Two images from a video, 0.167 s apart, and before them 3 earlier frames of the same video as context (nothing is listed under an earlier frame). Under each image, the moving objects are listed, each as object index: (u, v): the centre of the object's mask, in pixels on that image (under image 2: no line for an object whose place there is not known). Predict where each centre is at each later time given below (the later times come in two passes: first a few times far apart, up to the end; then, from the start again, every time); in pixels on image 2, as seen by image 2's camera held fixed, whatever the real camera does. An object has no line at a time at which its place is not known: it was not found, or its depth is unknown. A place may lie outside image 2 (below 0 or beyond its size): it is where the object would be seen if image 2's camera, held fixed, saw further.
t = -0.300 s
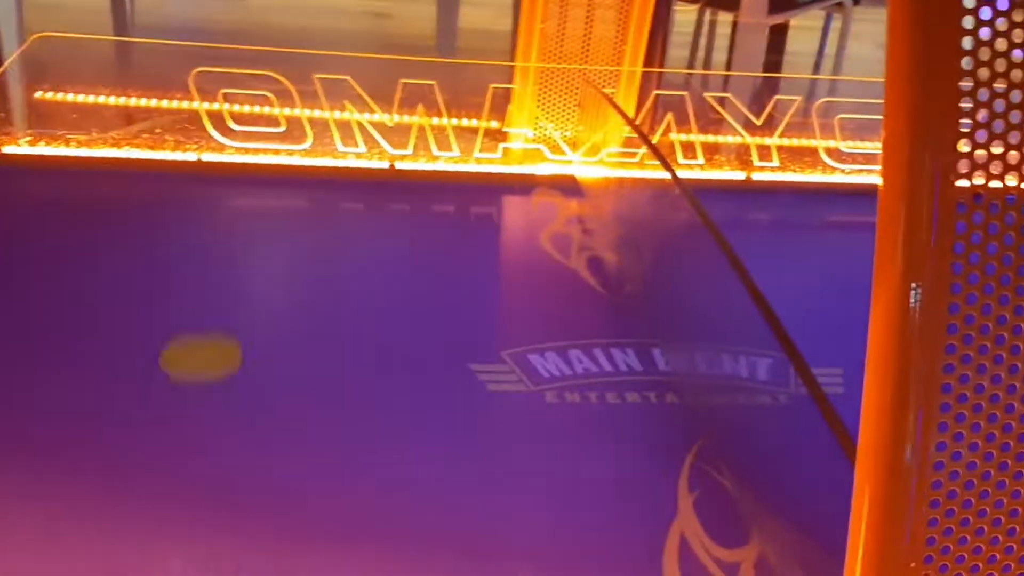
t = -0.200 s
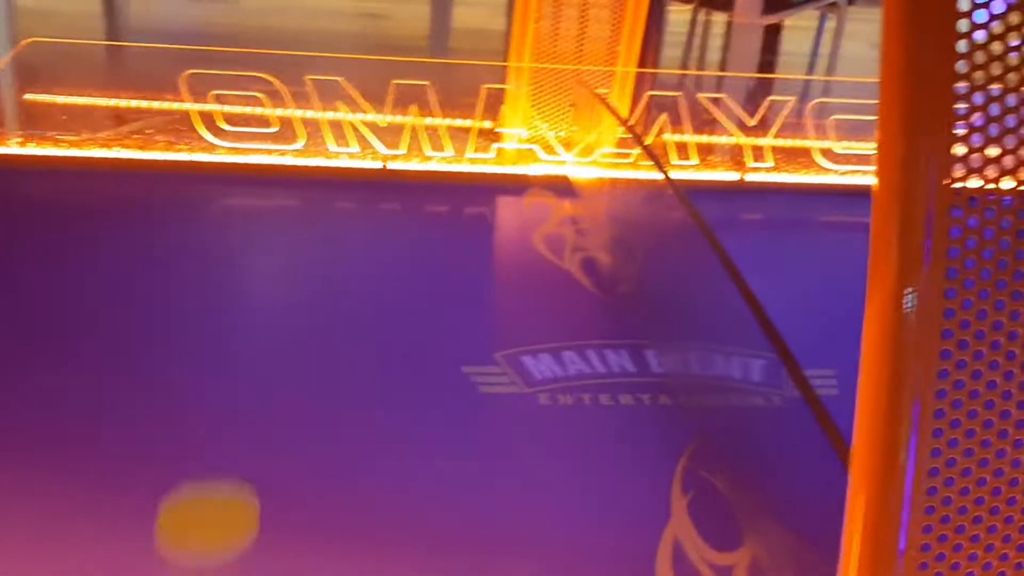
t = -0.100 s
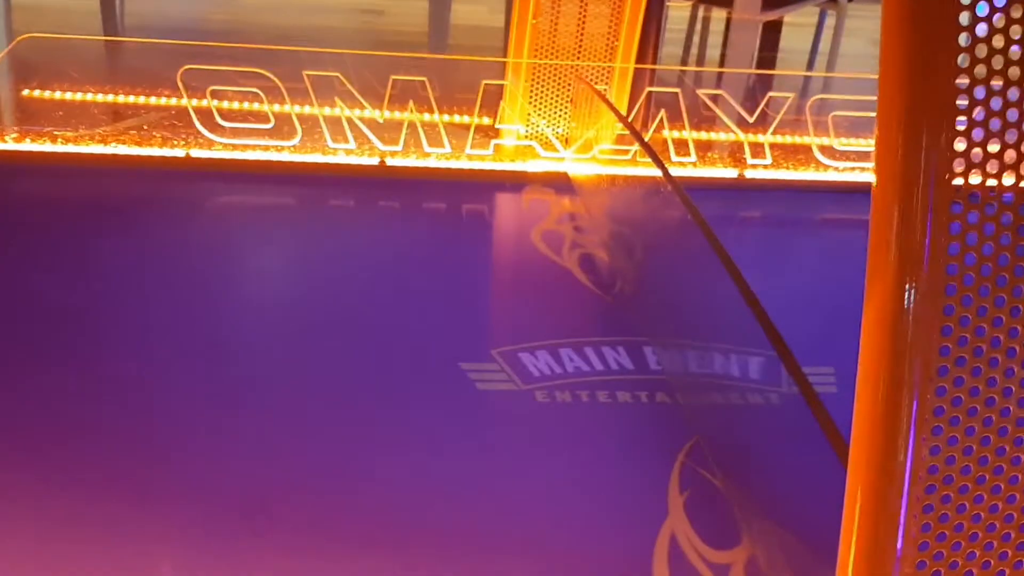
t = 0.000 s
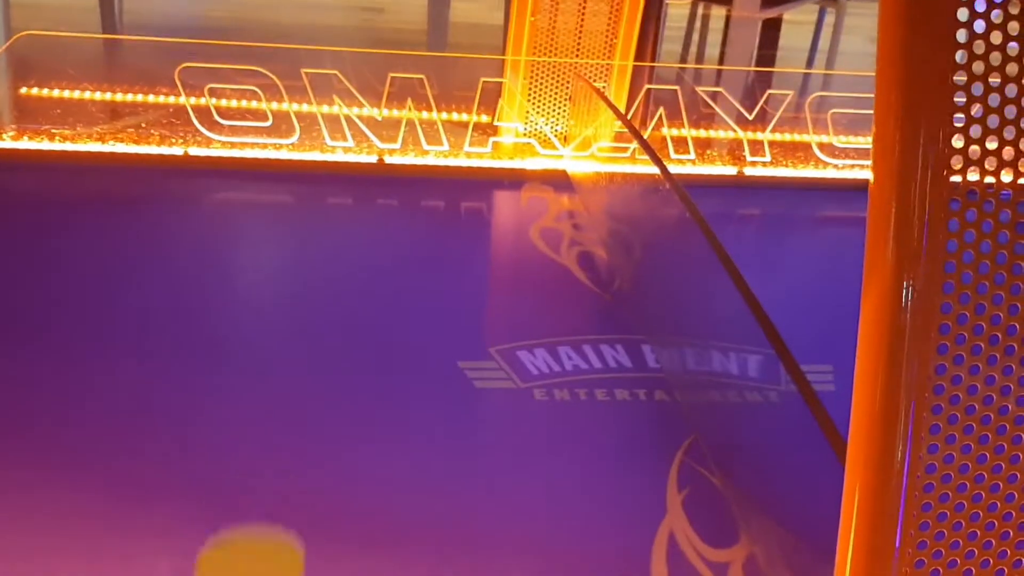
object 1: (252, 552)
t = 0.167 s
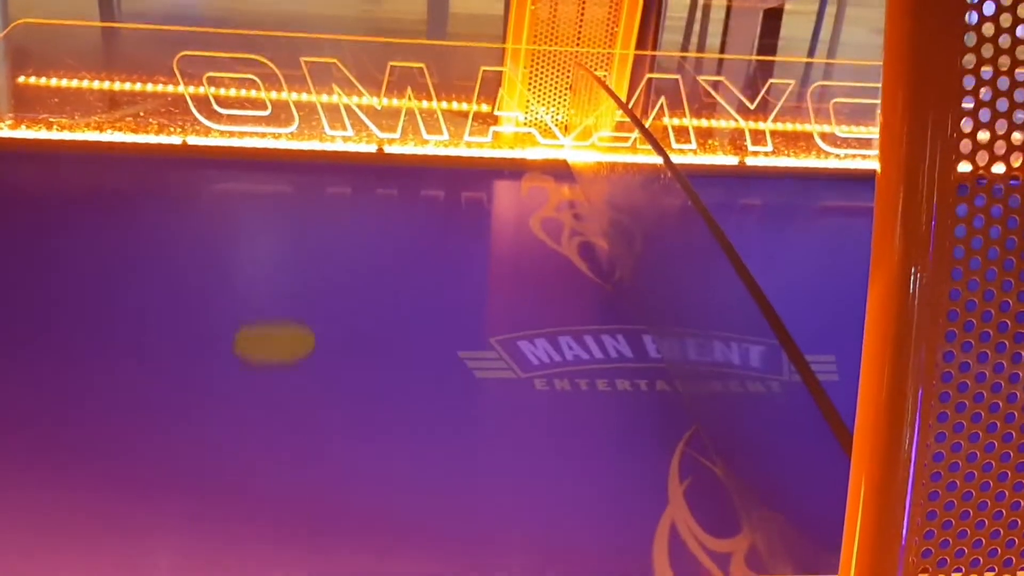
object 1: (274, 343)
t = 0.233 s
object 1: (281, 285)
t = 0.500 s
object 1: (279, 207)
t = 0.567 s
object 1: (266, 244)
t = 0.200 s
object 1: (278, 313)
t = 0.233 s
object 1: (281, 285)
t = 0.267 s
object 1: (283, 260)
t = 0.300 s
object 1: (286, 236)
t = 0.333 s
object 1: (288, 214)
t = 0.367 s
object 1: (290, 195)
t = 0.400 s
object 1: (291, 177)
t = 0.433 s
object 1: (290, 176)
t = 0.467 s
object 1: (285, 191)
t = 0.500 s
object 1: (279, 207)
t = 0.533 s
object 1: (274, 225)
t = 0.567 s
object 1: (266, 244)
